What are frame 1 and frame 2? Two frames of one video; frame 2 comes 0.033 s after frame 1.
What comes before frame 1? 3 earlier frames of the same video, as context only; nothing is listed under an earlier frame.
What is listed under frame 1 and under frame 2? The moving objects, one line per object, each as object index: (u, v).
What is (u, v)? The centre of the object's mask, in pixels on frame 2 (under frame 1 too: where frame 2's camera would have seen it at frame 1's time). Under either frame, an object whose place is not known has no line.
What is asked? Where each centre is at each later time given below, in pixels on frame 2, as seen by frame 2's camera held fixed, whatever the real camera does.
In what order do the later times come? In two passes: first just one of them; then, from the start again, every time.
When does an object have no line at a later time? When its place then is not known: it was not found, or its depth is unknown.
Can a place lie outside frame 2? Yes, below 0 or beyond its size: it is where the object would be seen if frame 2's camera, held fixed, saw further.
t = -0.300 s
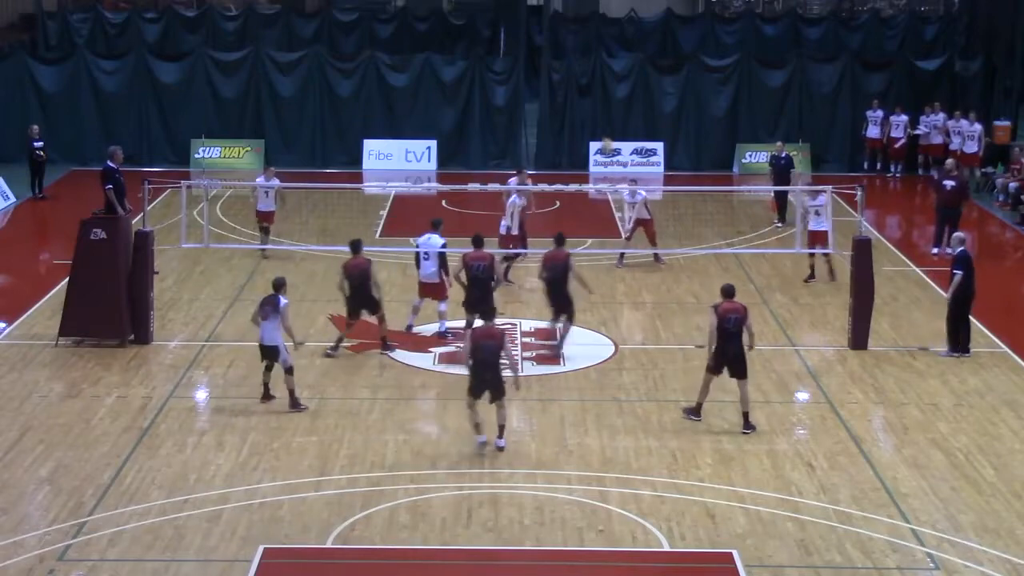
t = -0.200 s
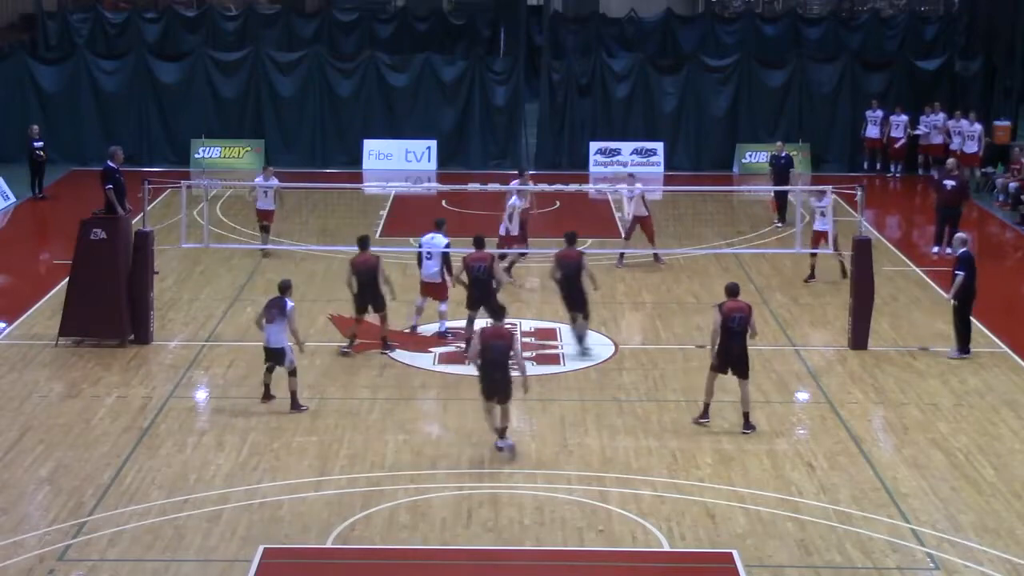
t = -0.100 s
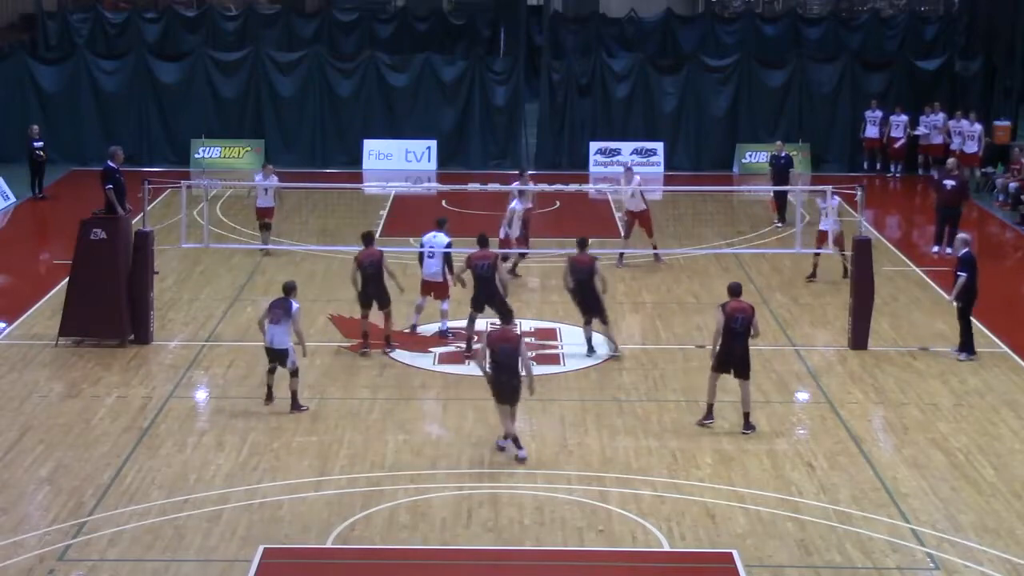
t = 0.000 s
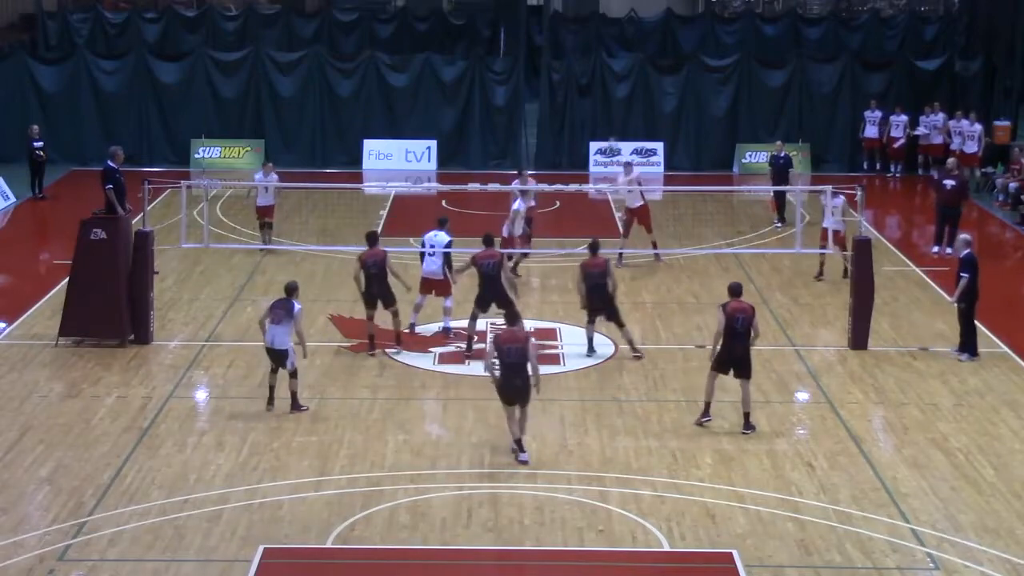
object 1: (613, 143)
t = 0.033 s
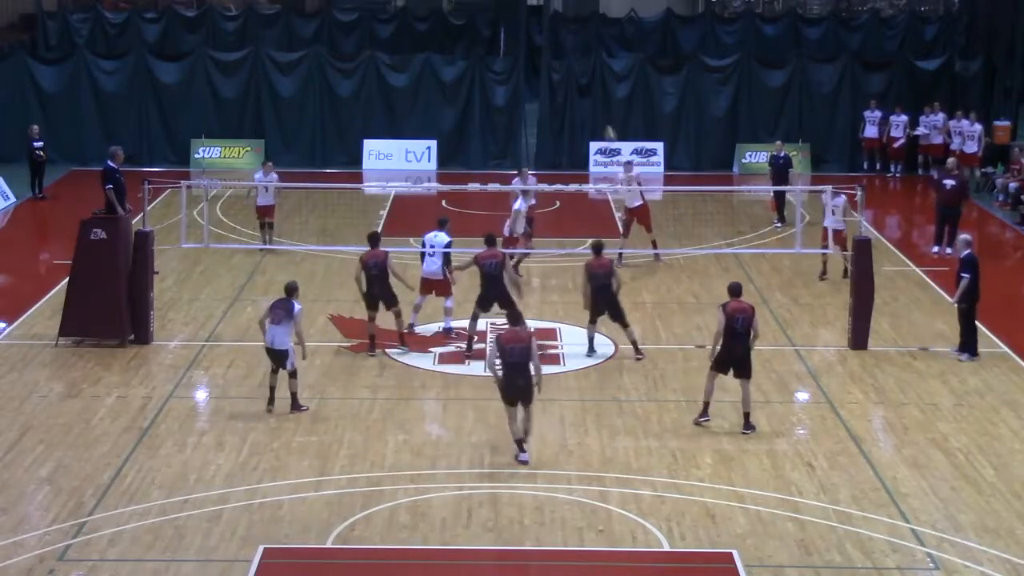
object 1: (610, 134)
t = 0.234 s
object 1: (592, 77)
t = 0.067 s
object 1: (607, 124)
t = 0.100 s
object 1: (604, 112)
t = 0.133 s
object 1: (600, 103)
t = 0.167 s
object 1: (598, 93)
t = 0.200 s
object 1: (595, 85)
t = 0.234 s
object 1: (592, 77)
